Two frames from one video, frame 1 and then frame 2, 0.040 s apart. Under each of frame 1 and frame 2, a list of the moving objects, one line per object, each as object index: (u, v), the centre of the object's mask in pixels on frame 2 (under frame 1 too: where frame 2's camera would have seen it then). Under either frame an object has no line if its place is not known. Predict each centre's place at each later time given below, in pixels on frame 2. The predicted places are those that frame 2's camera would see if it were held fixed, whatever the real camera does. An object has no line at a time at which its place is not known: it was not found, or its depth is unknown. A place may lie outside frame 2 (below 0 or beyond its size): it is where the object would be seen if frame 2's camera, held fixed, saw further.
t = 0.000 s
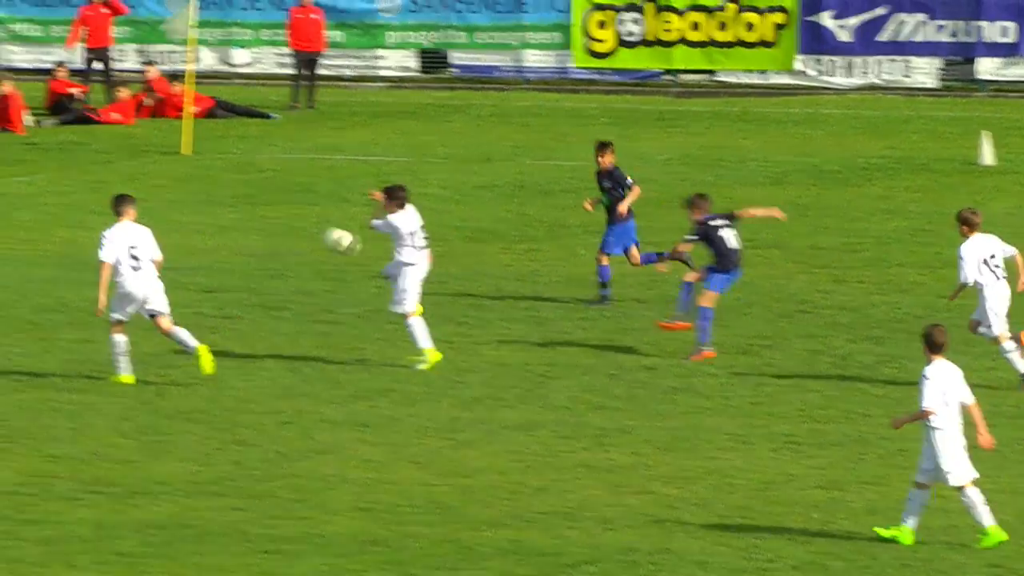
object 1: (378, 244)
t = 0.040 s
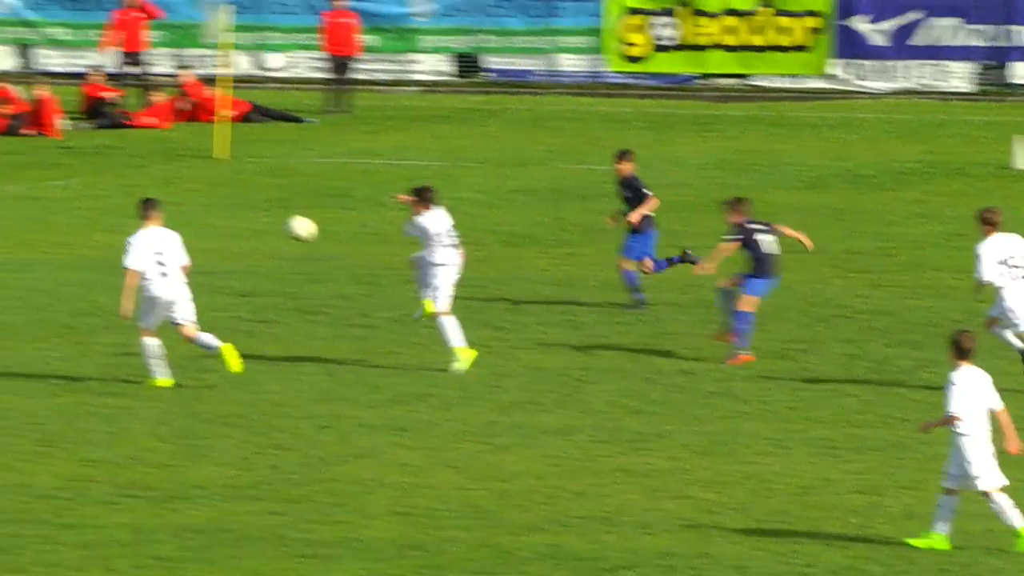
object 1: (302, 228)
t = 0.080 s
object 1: (226, 212)
